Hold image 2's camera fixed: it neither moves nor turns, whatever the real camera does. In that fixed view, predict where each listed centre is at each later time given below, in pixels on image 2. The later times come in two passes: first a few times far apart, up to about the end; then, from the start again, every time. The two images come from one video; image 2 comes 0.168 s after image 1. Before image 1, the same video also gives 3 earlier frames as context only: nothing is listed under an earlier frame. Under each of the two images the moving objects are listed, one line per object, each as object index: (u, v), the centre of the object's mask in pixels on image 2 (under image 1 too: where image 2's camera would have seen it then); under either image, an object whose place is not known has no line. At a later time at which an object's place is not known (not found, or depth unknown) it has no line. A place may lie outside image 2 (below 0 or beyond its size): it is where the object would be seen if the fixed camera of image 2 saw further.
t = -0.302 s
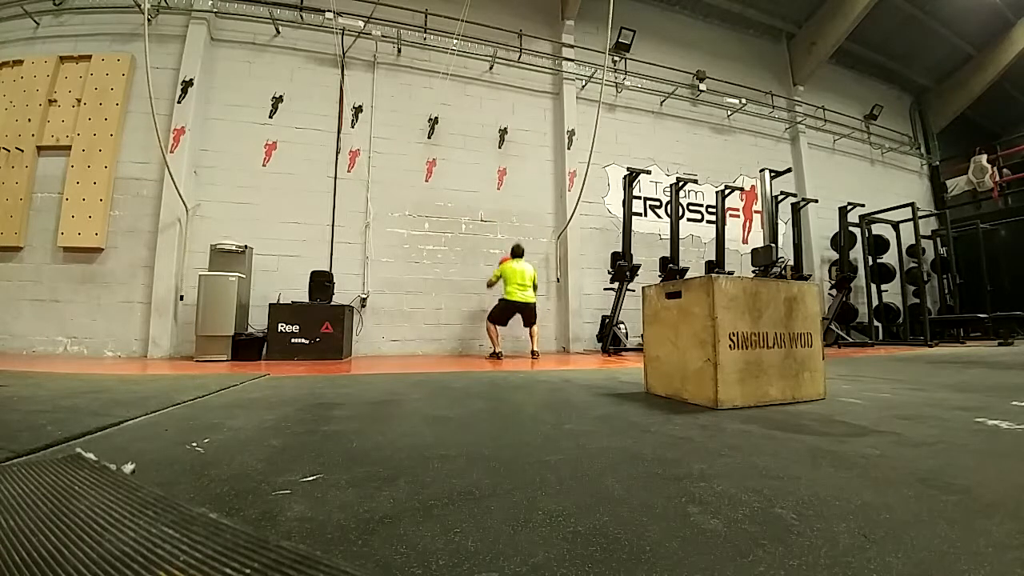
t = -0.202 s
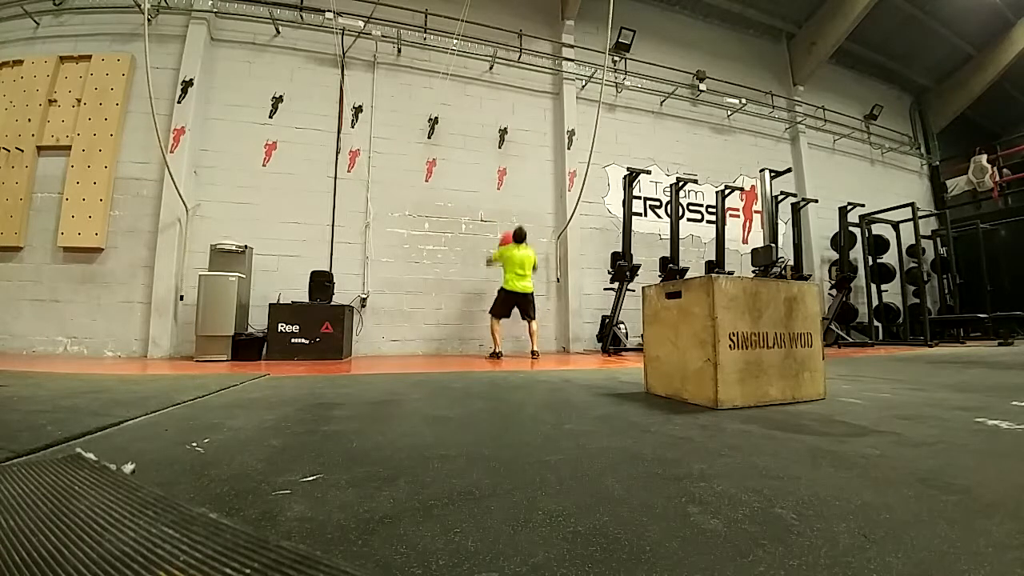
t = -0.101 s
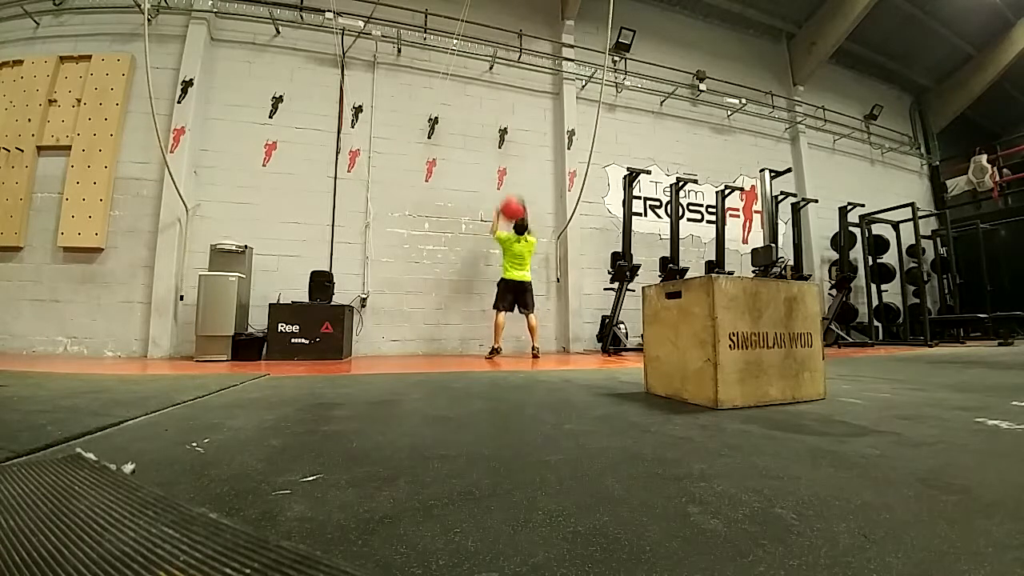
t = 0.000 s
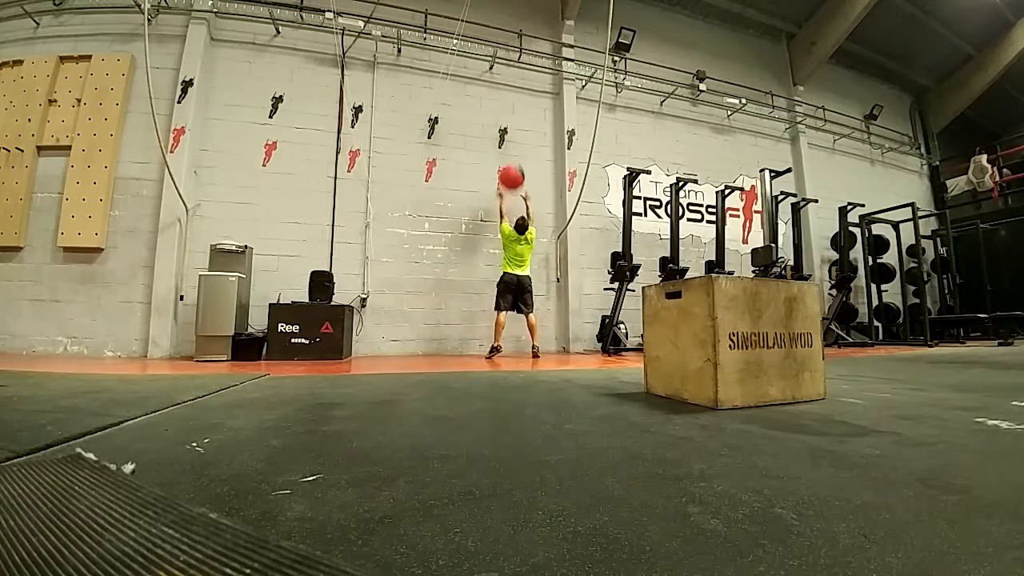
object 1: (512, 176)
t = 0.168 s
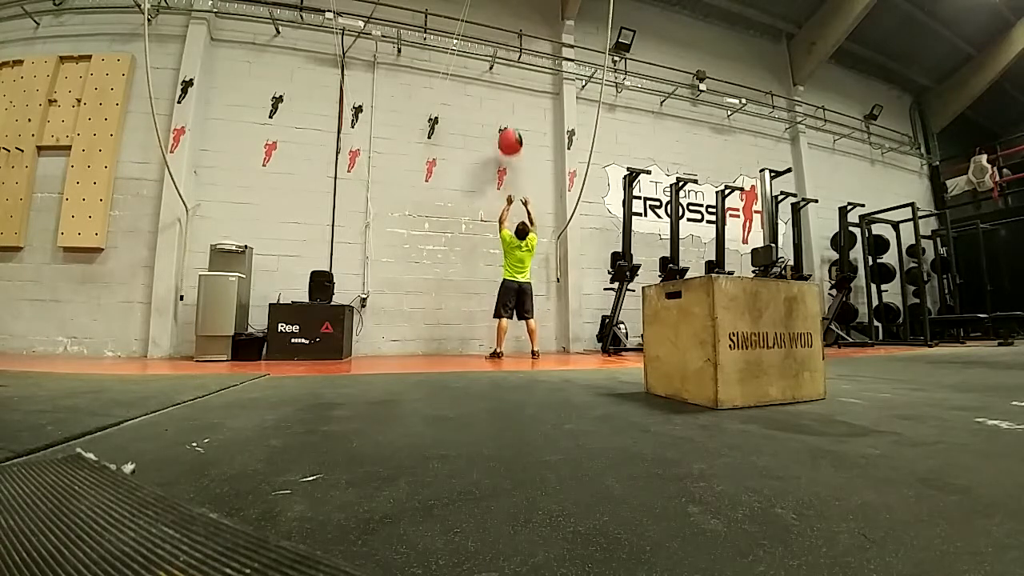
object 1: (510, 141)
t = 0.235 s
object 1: (509, 134)
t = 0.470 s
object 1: (508, 127)
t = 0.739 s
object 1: (511, 154)
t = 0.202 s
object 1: (509, 136)
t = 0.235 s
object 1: (509, 134)
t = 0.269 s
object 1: (509, 131)
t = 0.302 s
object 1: (508, 129)
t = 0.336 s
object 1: (508, 128)
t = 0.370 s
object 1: (508, 127)
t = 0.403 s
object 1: (508, 127)
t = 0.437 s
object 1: (508, 126)
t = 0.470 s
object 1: (508, 127)
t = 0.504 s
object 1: (509, 128)
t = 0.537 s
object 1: (509, 129)
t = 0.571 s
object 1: (509, 132)
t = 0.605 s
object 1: (509, 135)
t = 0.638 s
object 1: (509, 139)
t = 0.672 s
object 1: (510, 143)
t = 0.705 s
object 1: (510, 148)
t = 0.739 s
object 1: (511, 154)
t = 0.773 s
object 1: (511, 161)
